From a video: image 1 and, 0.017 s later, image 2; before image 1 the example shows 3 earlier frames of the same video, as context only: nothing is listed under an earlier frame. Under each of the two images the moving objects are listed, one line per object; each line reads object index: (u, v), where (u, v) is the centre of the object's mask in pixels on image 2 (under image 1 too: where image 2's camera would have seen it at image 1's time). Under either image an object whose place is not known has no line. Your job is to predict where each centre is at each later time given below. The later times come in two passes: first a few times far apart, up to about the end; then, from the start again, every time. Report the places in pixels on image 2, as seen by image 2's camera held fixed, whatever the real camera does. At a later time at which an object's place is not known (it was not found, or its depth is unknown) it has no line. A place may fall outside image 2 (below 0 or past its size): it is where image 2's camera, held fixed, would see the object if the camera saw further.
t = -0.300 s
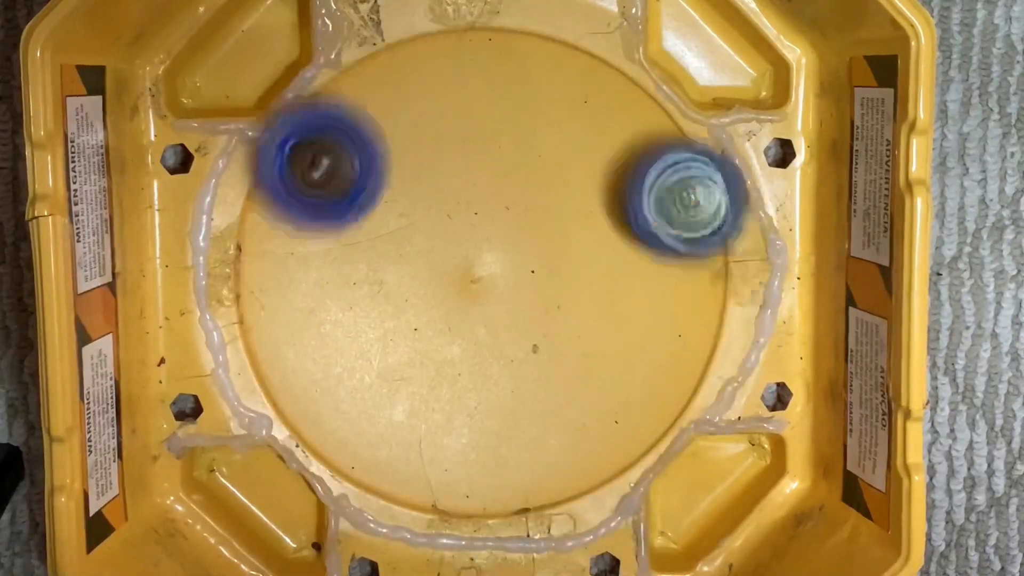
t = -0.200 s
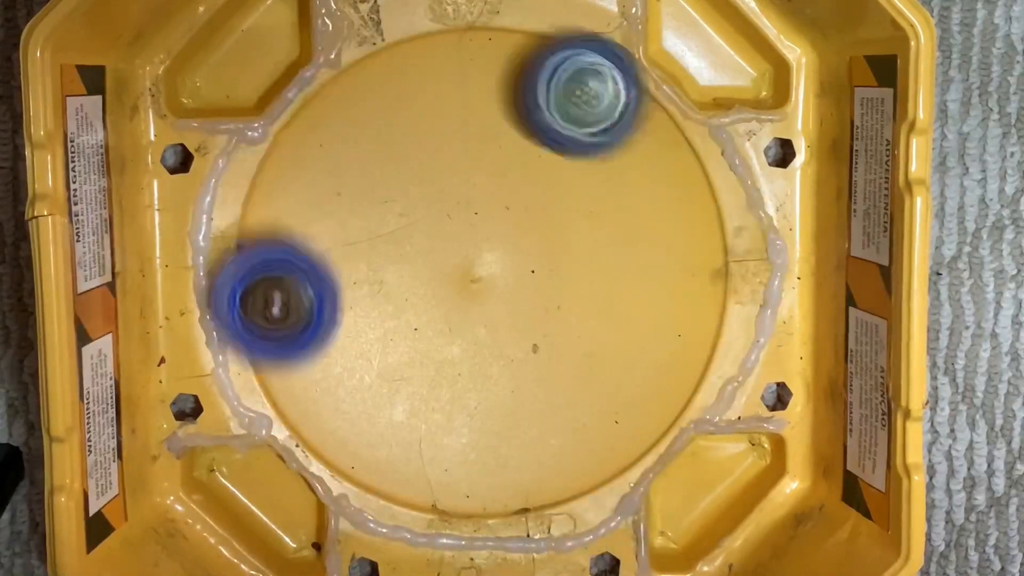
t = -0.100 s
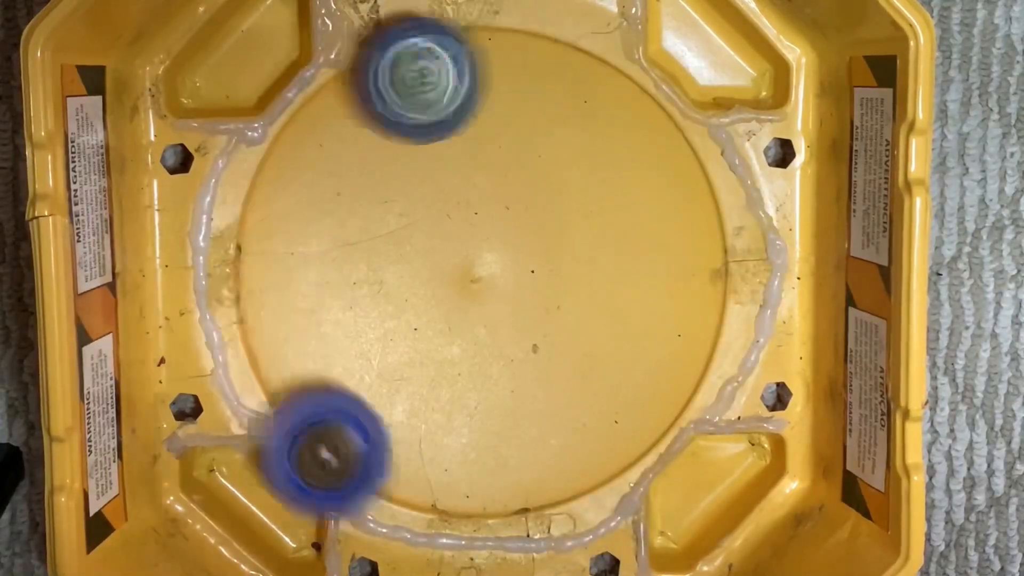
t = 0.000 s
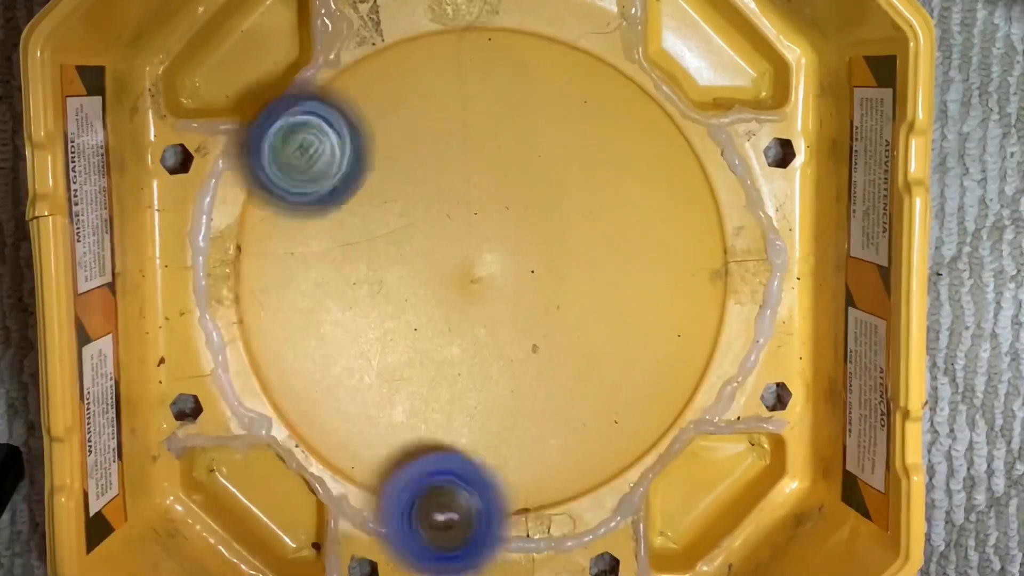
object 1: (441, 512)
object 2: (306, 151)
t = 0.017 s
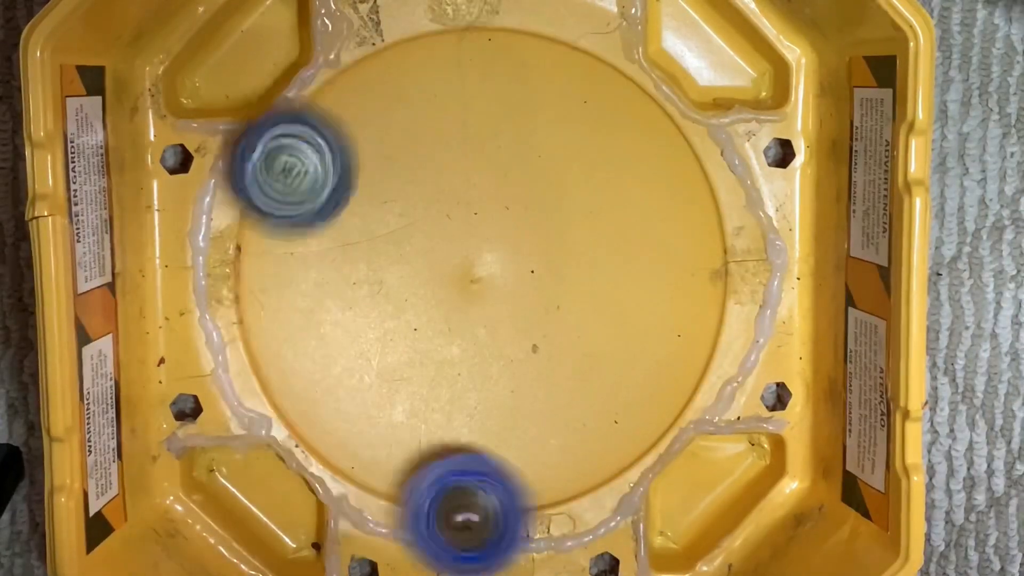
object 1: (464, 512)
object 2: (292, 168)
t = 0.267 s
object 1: (689, 306)
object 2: (352, 449)
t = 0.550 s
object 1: (425, 104)
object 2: (632, 356)
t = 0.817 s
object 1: (265, 356)
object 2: (594, 119)
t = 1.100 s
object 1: (543, 452)
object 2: (387, 141)
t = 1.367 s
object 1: (617, 194)
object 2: (377, 347)
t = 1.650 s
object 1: (375, 130)
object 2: (540, 421)
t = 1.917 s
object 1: (367, 344)
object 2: (592, 321)
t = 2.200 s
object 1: (563, 354)
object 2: (547, 209)
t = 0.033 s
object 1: (485, 511)
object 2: (278, 187)
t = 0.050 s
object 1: (508, 508)
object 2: (269, 208)
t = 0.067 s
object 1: (531, 503)
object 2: (259, 231)
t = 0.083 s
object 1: (553, 497)
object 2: (254, 254)
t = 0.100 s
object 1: (574, 487)
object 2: (252, 274)
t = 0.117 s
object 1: (593, 475)
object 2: (251, 296)
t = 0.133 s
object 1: (613, 462)
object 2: (254, 317)
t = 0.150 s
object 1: (630, 447)
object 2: (258, 337)
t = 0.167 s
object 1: (645, 431)
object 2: (266, 358)
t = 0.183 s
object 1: (658, 412)
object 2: (275, 378)
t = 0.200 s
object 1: (669, 393)
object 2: (288, 396)
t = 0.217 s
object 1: (678, 372)
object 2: (302, 413)
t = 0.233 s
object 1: (684, 352)
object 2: (317, 427)
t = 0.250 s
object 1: (689, 329)
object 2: (334, 439)
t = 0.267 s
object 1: (689, 306)
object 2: (352, 449)
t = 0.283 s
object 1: (687, 284)
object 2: (372, 457)
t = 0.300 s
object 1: (684, 262)
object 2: (391, 464)
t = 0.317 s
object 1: (678, 240)
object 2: (410, 467)
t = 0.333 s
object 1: (670, 219)
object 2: (430, 469)
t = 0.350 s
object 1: (658, 200)
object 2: (450, 469)
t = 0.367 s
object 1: (646, 181)
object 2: (469, 469)
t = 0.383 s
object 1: (631, 164)
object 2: (487, 467)
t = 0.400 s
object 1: (616, 150)
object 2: (505, 462)
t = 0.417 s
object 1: (598, 136)
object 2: (524, 455)
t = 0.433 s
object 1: (578, 125)
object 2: (540, 447)
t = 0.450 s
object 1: (557, 116)
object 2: (556, 438)
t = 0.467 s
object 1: (537, 109)
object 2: (573, 426)
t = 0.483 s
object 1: (514, 104)
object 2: (587, 413)
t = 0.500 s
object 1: (492, 101)
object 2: (600, 400)
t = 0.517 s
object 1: (468, 99)
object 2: (610, 385)
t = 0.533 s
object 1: (447, 102)
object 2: (621, 372)
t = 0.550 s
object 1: (425, 104)
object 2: (632, 356)
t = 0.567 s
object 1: (404, 110)
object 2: (639, 340)
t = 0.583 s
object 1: (382, 119)
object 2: (644, 324)
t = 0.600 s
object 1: (363, 128)
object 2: (649, 307)
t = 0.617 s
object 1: (346, 140)
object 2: (653, 290)
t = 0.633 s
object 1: (328, 153)
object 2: (656, 274)
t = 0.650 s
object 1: (314, 168)
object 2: (655, 256)
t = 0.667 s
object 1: (300, 185)
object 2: (654, 240)
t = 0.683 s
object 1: (289, 202)
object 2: (653, 224)
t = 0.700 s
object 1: (279, 220)
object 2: (650, 208)
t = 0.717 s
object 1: (271, 239)
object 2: (646, 193)
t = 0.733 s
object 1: (263, 260)
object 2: (640, 179)
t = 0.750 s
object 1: (259, 279)
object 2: (634, 166)
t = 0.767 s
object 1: (257, 298)
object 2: (626, 153)
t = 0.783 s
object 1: (257, 317)
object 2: (616, 140)
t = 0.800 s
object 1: (260, 337)
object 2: (605, 130)
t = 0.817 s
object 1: (265, 356)
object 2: (594, 119)
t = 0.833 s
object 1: (272, 374)
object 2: (583, 110)
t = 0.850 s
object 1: (280, 391)
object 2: (571, 102)
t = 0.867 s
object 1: (291, 407)
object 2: (557, 96)
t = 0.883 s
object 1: (305, 421)
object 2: (544, 92)
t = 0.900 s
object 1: (319, 435)
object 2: (531, 88)
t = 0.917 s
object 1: (336, 446)
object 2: (517, 85)
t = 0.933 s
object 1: (352, 456)
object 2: (502, 84)
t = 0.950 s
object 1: (371, 463)
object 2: (489, 86)
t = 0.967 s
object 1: (391, 469)
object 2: (476, 86)
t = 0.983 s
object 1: (411, 473)
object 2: (462, 90)
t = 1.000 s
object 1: (431, 476)
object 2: (449, 95)
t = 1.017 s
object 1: (451, 477)
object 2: (438, 100)
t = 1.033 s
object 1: (470, 477)
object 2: (426, 106)
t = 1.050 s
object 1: (489, 474)
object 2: (414, 114)
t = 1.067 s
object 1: (509, 469)
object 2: (405, 123)
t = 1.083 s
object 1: (526, 463)
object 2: (396, 131)
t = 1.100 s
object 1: (543, 452)
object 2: (387, 141)
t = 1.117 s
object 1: (559, 442)
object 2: (378, 153)
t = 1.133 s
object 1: (575, 431)
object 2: (372, 164)
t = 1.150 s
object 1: (590, 420)
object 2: (366, 175)
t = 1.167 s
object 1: (602, 406)
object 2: (361, 188)
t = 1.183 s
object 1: (612, 390)
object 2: (356, 203)
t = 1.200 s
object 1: (620, 373)
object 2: (353, 216)
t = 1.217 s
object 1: (628, 356)
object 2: (350, 229)
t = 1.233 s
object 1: (633, 339)
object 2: (346, 241)
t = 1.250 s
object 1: (637, 320)
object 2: (349, 257)
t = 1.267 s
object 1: (638, 302)
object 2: (348, 268)
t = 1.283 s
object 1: (640, 283)
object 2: (351, 283)
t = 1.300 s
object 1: (639, 265)
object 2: (354, 297)
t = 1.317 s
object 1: (636, 246)
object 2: (359, 309)
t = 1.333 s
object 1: (631, 228)
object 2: (364, 321)
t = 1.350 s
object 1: (623, 209)
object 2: (370, 334)
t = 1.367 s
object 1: (617, 194)
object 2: (377, 347)
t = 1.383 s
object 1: (609, 179)
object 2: (385, 357)
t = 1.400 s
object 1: (599, 165)
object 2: (391, 366)
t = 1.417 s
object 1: (588, 153)
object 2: (400, 377)
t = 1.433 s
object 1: (574, 142)
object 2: (410, 386)
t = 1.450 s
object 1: (560, 132)
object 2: (420, 394)
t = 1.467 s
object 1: (546, 124)
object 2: (430, 402)
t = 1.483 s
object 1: (530, 116)
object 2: (441, 409)
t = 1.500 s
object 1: (514, 110)
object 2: (451, 412)
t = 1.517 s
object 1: (497, 105)
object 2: (461, 418)
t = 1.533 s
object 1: (482, 103)
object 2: (472, 422)
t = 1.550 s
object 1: (467, 102)
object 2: (483, 424)
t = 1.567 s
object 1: (450, 103)
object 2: (493, 425)
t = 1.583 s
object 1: (433, 103)
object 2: (503, 427)
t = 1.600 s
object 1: (419, 108)
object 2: (513, 427)
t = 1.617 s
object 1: (403, 113)
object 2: (522, 425)
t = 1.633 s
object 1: (389, 120)
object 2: (531, 423)
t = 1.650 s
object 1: (375, 130)
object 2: (540, 421)
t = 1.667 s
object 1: (363, 140)
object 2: (548, 417)
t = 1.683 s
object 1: (352, 151)
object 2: (554, 412)
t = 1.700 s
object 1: (345, 162)
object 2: (562, 408)
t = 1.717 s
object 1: (339, 176)
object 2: (568, 402)
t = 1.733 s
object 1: (334, 189)
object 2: (572, 396)
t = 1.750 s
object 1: (330, 202)
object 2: (577, 390)
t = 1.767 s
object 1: (326, 215)
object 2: (582, 384)
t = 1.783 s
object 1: (324, 230)
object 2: (585, 376)
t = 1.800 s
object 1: (324, 245)
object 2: (587, 369)
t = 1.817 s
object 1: (324, 261)
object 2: (590, 363)
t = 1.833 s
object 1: (328, 277)
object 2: (591, 356)
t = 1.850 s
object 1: (332, 291)
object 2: (592, 348)
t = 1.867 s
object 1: (339, 307)
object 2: (593, 342)
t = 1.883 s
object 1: (347, 320)
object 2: (593, 335)
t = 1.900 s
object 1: (356, 332)
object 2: (592, 327)
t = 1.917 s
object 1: (367, 344)
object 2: (592, 321)
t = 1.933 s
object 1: (379, 354)
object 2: (590, 314)
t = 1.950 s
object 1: (391, 361)
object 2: (588, 307)
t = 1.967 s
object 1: (406, 369)
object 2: (586, 301)
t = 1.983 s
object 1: (420, 373)
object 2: (584, 294)
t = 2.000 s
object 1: (432, 375)
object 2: (580, 288)
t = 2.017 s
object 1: (448, 379)
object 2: (576, 283)
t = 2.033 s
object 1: (464, 381)
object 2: (573, 277)
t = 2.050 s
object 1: (479, 380)
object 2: (568, 272)
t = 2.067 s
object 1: (493, 379)
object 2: (563, 267)
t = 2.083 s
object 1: (506, 378)
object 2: (561, 261)
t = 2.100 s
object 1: (515, 379)
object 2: (559, 251)
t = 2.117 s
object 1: (523, 378)
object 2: (560, 242)
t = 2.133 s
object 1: (533, 376)
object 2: (559, 234)
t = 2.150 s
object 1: (541, 372)
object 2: (556, 227)
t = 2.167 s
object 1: (549, 367)
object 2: (554, 221)
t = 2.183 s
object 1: (556, 361)
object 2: (551, 214)
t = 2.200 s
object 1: (563, 354)
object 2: (547, 209)
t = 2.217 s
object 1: (569, 346)
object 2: (544, 205)
